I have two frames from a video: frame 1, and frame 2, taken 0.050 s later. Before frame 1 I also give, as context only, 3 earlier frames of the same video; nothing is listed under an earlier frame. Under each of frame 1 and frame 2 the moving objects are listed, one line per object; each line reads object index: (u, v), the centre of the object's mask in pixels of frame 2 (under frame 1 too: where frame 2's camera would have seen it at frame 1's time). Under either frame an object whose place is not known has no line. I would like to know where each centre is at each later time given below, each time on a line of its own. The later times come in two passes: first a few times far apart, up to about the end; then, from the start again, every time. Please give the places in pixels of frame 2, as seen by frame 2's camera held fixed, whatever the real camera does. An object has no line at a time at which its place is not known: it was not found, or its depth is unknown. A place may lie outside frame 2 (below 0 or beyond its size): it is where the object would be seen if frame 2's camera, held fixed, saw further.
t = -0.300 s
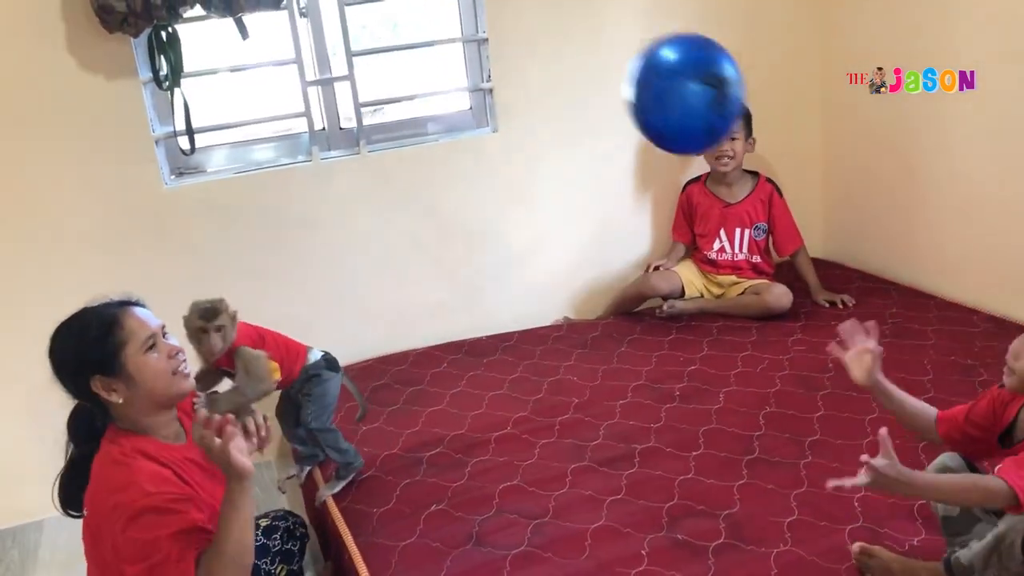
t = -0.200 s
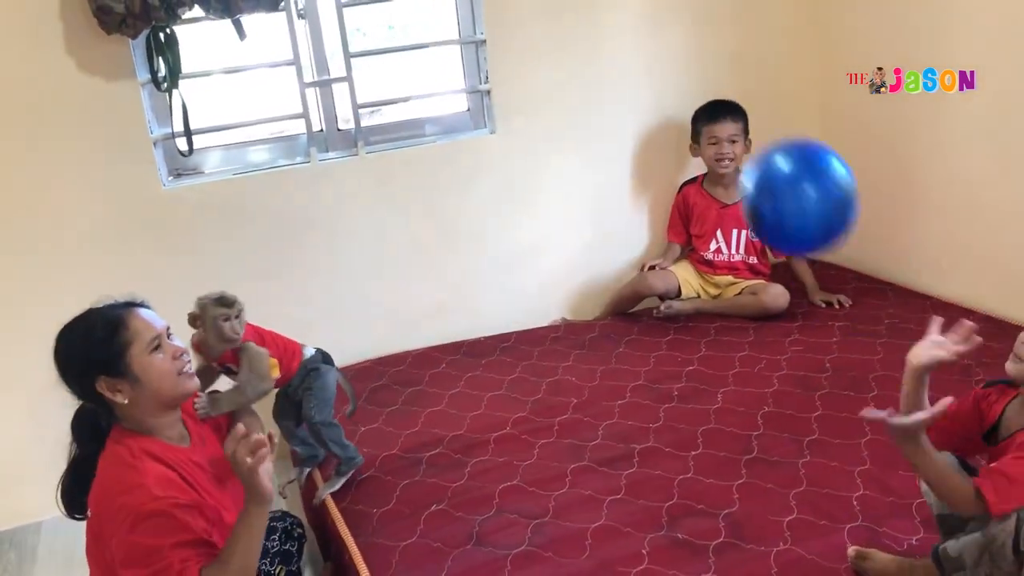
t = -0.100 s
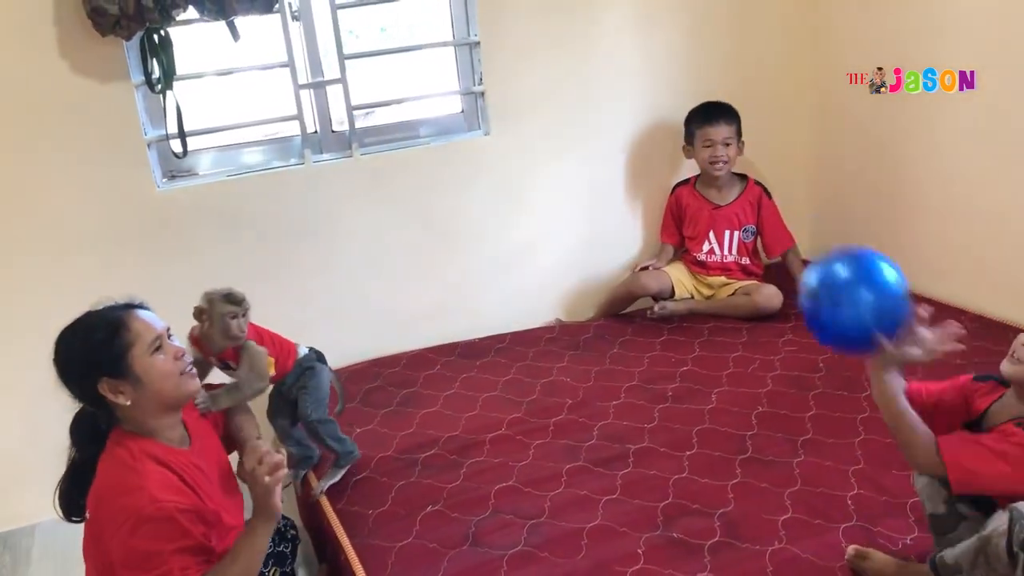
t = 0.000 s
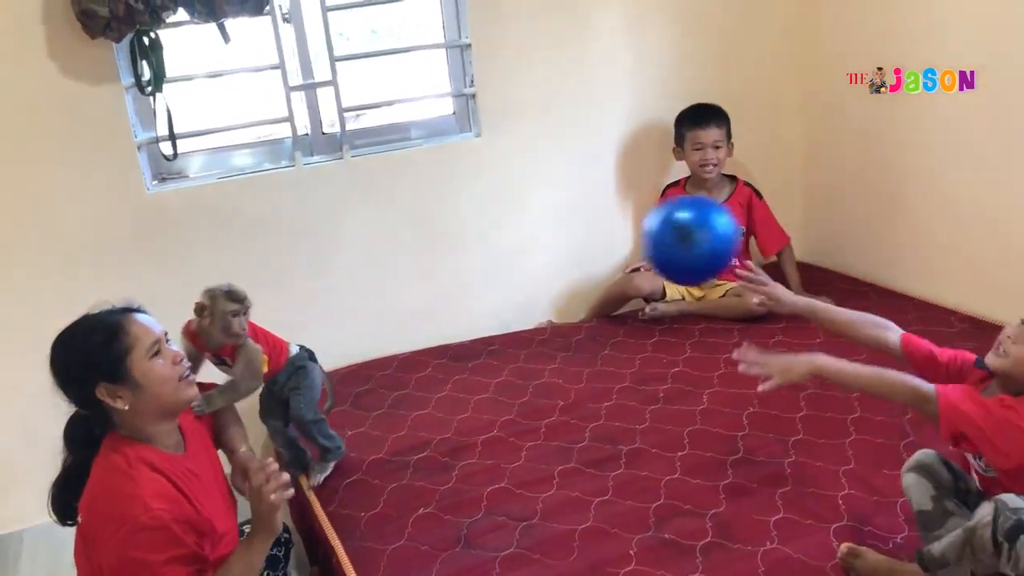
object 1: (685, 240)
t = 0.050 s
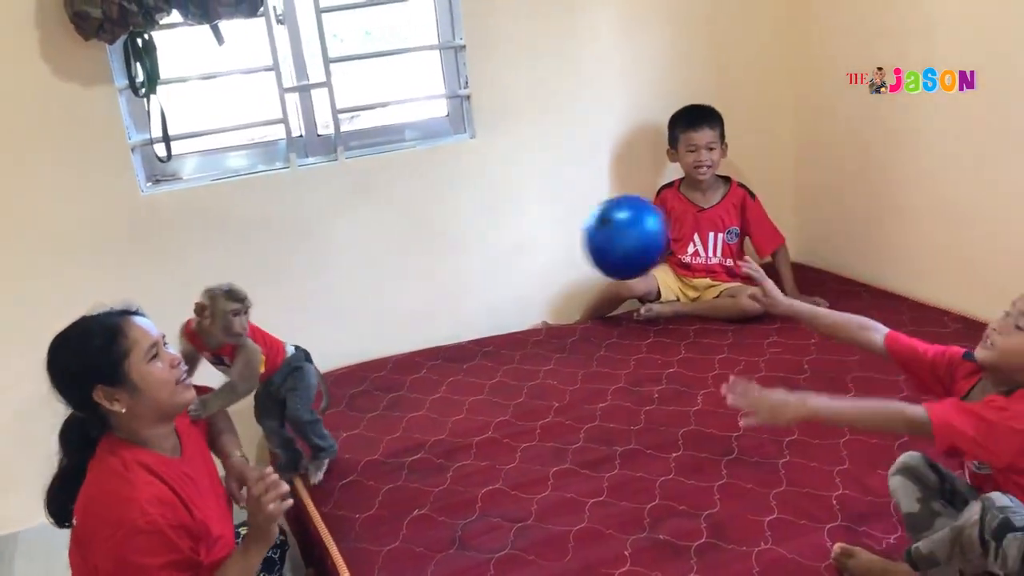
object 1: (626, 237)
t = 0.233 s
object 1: (460, 308)
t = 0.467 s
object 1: (407, 299)
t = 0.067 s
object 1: (608, 238)
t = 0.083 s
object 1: (591, 242)
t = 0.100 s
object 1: (575, 246)
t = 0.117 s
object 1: (560, 252)
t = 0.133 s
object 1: (545, 259)
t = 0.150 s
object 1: (529, 266)
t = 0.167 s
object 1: (514, 274)
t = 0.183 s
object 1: (500, 282)
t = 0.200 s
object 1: (486, 291)
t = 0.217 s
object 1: (473, 299)
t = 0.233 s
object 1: (460, 308)
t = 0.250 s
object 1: (450, 318)
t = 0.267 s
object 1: (440, 327)
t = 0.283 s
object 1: (431, 337)
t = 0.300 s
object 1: (424, 350)
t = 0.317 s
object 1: (419, 353)
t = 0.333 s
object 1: (417, 343)
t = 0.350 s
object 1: (415, 333)
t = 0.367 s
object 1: (414, 326)
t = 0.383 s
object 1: (412, 319)
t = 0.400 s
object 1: (411, 314)
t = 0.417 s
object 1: (410, 310)
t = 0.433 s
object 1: (409, 305)
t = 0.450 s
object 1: (408, 302)
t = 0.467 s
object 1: (407, 299)
